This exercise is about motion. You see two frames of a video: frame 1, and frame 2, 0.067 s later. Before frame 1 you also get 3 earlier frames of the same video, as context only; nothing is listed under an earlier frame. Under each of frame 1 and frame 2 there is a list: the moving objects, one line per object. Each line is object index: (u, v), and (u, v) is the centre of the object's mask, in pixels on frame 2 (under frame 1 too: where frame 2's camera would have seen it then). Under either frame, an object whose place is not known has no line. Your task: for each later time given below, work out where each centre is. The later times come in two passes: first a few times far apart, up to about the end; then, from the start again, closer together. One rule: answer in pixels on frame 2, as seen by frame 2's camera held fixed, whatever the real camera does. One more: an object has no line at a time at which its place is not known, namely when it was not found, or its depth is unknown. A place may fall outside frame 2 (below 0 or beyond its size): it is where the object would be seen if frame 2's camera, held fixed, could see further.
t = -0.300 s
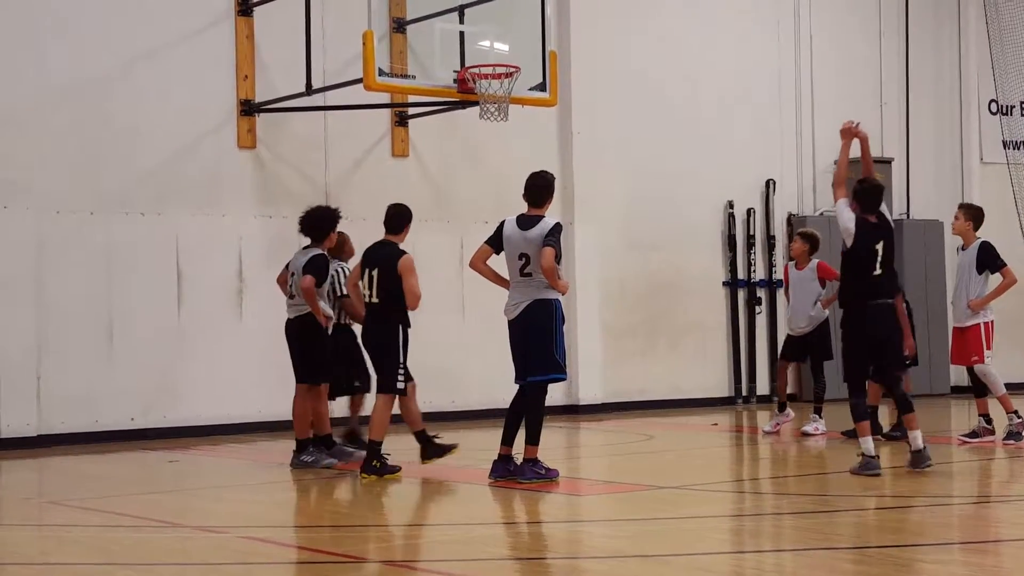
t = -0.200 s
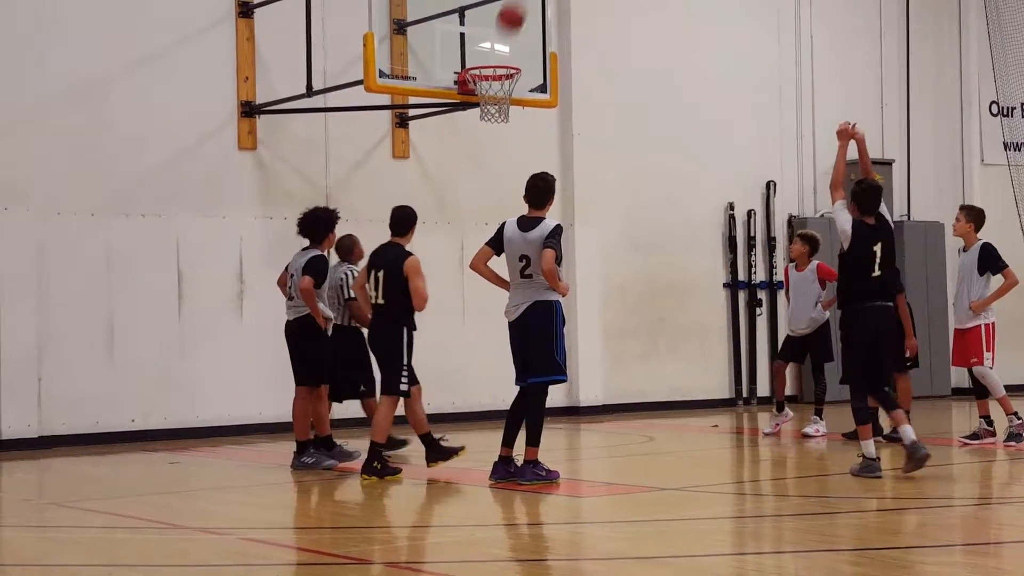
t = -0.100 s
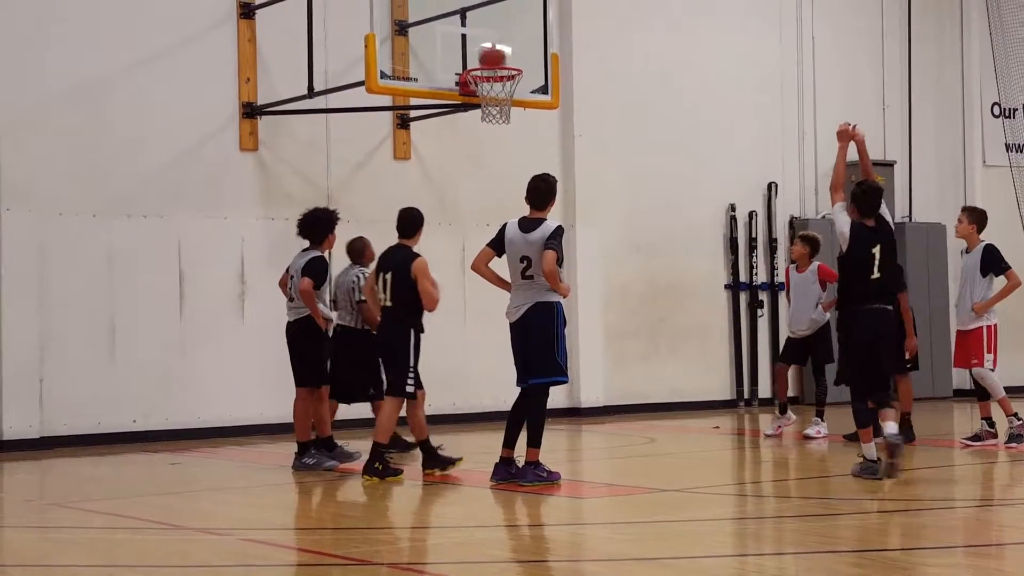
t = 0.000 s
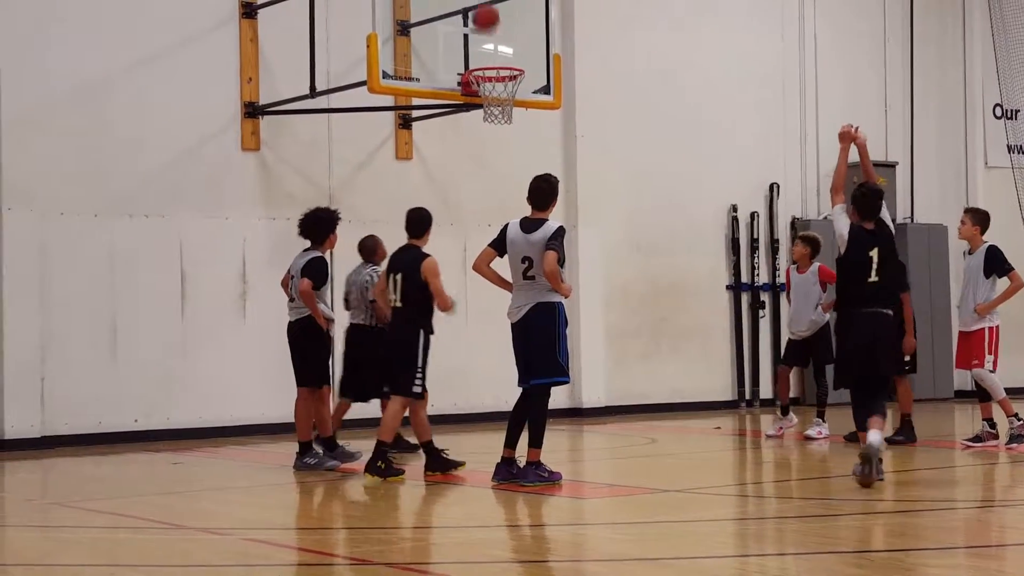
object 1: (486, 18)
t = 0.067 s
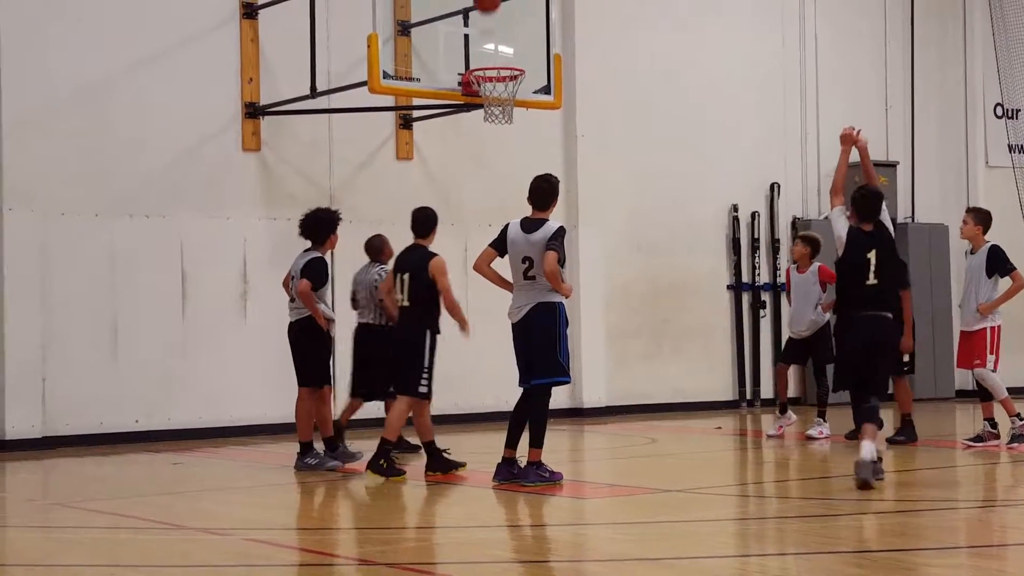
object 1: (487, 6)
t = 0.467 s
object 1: (497, 9)
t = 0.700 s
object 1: (505, 91)
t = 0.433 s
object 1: (498, 5)
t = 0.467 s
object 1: (497, 9)
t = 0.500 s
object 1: (498, 13)
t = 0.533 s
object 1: (500, 22)
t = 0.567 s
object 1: (501, 33)
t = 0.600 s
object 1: (503, 46)
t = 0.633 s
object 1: (504, 59)
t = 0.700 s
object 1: (505, 91)
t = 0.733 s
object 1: (503, 99)
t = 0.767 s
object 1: (500, 105)
